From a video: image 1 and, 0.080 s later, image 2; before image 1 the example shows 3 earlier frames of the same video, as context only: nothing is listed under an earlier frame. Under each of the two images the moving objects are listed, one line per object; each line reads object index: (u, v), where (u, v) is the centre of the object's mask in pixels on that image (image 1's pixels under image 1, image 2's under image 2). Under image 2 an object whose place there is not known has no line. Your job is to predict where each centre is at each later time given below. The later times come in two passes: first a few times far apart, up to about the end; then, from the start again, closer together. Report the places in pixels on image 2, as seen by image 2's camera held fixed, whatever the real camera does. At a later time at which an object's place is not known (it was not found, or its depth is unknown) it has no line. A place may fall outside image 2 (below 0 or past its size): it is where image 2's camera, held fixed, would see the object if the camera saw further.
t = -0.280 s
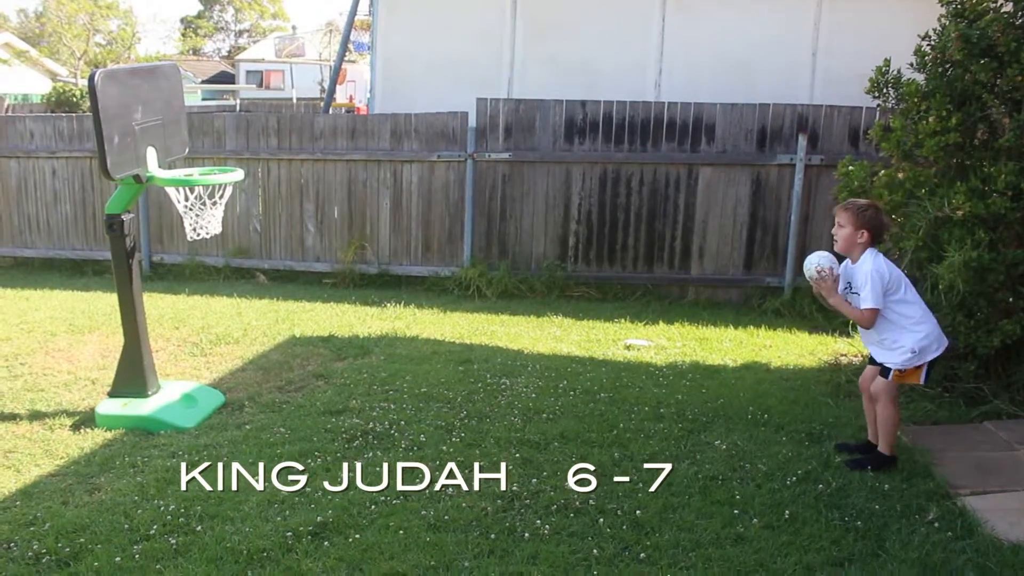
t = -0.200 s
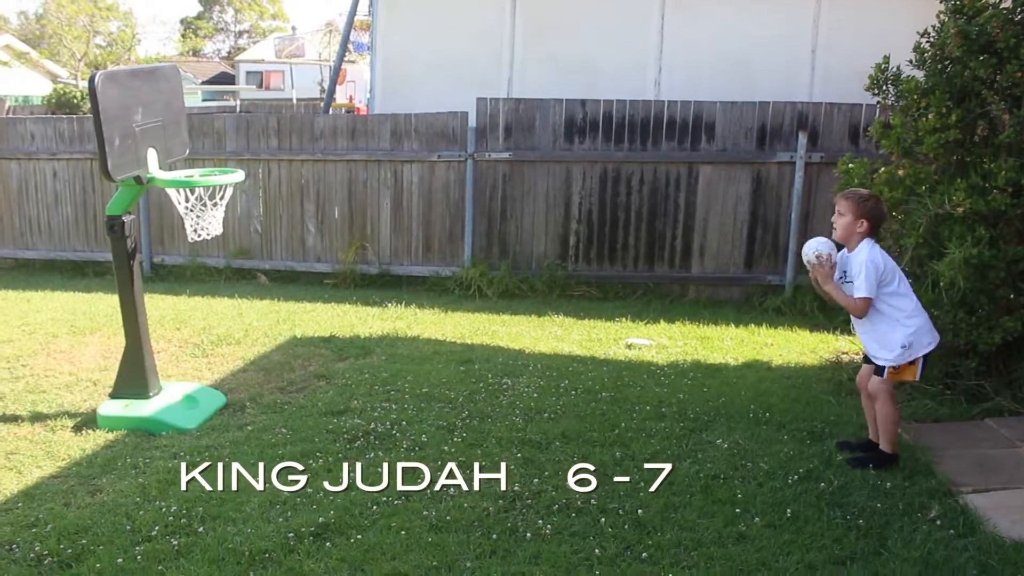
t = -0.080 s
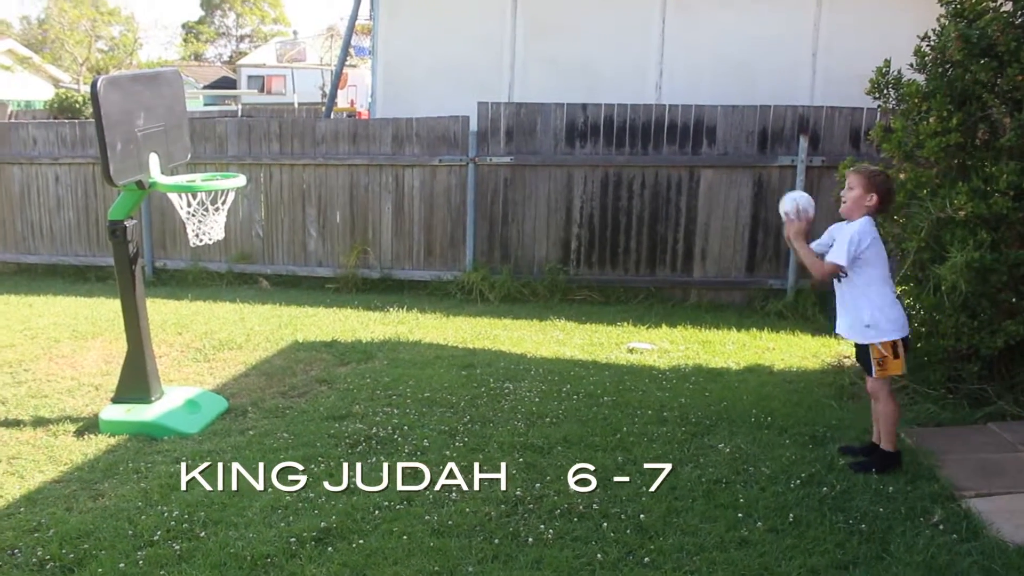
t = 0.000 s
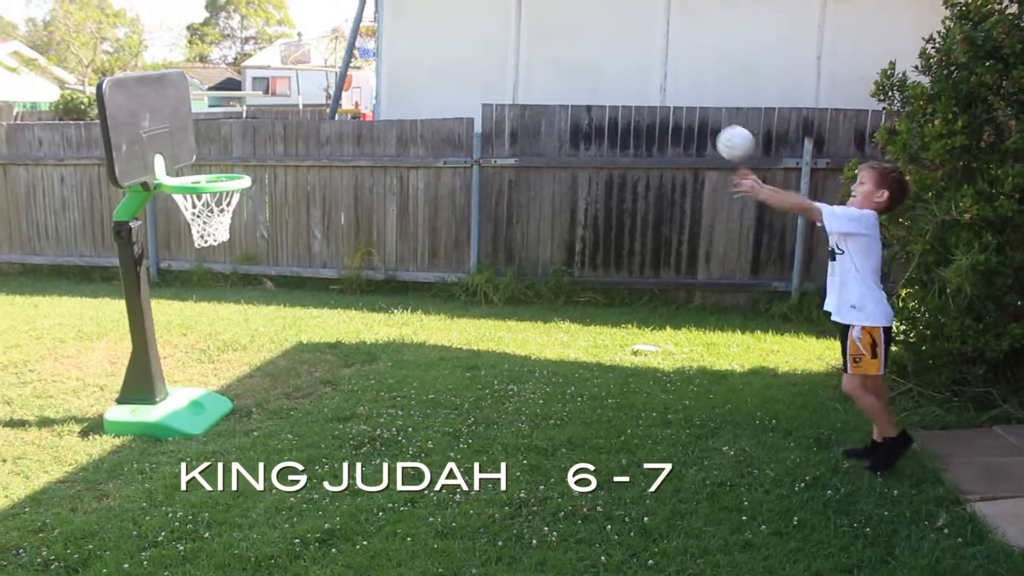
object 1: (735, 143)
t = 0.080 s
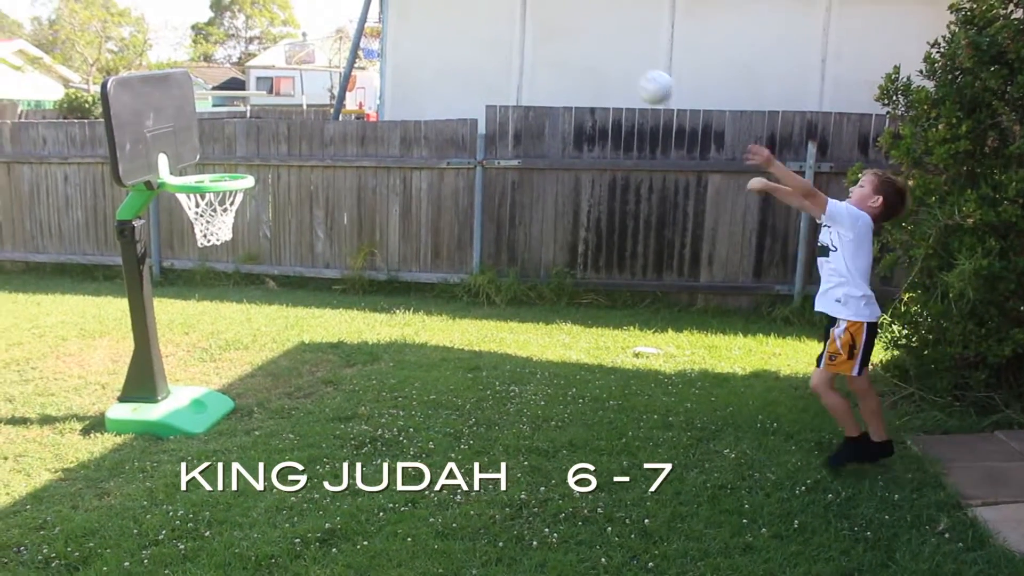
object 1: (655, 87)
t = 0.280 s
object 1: (449, 16)
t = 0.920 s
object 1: (244, 304)
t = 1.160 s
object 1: (265, 382)
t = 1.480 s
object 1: (275, 410)
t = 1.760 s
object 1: (269, 407)
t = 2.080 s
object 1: (264, 411)
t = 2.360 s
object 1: (263, 411)
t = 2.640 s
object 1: (263, 411)
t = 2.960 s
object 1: (263, 411)
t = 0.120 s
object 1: (614, 64)
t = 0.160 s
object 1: (572, 45)
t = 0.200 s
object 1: (531, 31)
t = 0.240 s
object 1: (490, 21)
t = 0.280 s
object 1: (449, 16)
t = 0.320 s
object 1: (410, 15)
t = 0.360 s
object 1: (371, 16)
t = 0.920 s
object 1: (244, 304)
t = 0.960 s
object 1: (250, 342)
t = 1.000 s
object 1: (255, 383)
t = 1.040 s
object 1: (262, 419)
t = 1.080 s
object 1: (263, 405)
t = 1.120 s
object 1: (264, 392)
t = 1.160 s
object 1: (265, 382)
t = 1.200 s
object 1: (266, 376)
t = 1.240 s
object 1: (267, 373)
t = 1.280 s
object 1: (268, 373)
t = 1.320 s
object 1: (269, 376)
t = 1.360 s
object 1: (271, 383)
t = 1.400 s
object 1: (272, 393)
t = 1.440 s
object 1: (274, 405)
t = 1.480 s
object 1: (275, 410)
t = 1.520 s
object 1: (274, 405)
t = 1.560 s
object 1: (273, 403)
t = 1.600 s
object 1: (272, 403)
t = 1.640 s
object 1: (272, 407)
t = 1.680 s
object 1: (271, 408)
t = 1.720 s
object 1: (270, 406)
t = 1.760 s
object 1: (269, 407)
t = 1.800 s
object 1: (268, 408)
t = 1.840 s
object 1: (268, 408)
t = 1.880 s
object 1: (268, 409)
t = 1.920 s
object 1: (267, 410)
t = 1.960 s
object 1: (266, 410)
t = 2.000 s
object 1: (266, 411)
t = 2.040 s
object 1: (265, 411)
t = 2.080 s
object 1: (264, 411)
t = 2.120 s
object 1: (263, 411)
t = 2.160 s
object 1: (263, 411)
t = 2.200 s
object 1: (262, 411)
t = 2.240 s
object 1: (262, 411)
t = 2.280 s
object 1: (262, 411)
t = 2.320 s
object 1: (263, 411)
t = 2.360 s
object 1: (263, 411)
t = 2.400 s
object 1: (263, 411)
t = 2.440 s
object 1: (263, 411)
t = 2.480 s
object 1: (263, 411)
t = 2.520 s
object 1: (263, 411)
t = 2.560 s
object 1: (263, 411)
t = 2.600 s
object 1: (263, 411)
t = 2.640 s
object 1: (263, 411)
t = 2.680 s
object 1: (263, 411)
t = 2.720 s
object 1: (263, 411)
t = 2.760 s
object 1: (263, 411)
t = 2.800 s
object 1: (263, 411)
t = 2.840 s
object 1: (263, 411)
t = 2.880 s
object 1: (263, 411)
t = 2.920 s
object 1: (263, 411)
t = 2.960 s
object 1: (263, 411)
